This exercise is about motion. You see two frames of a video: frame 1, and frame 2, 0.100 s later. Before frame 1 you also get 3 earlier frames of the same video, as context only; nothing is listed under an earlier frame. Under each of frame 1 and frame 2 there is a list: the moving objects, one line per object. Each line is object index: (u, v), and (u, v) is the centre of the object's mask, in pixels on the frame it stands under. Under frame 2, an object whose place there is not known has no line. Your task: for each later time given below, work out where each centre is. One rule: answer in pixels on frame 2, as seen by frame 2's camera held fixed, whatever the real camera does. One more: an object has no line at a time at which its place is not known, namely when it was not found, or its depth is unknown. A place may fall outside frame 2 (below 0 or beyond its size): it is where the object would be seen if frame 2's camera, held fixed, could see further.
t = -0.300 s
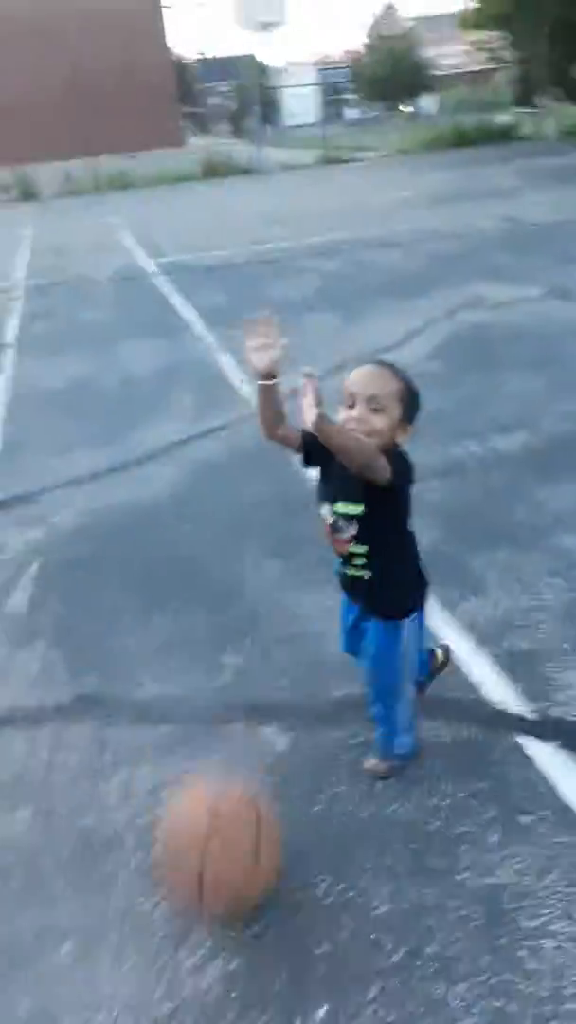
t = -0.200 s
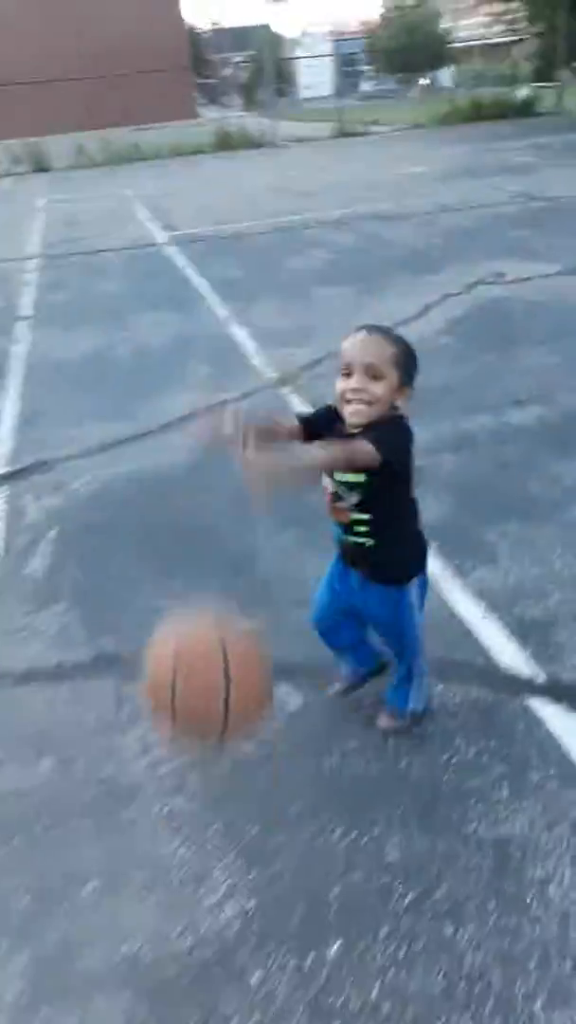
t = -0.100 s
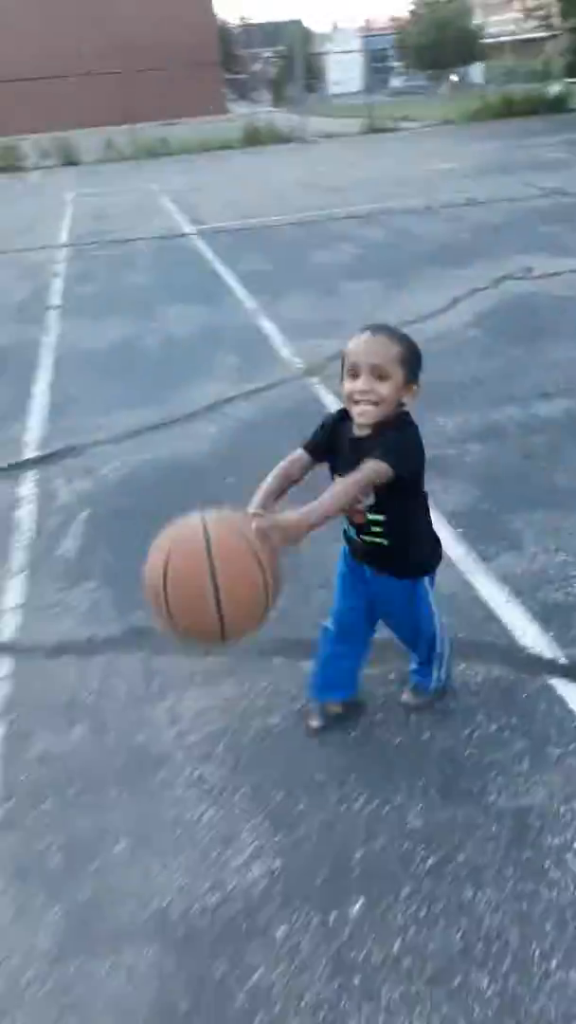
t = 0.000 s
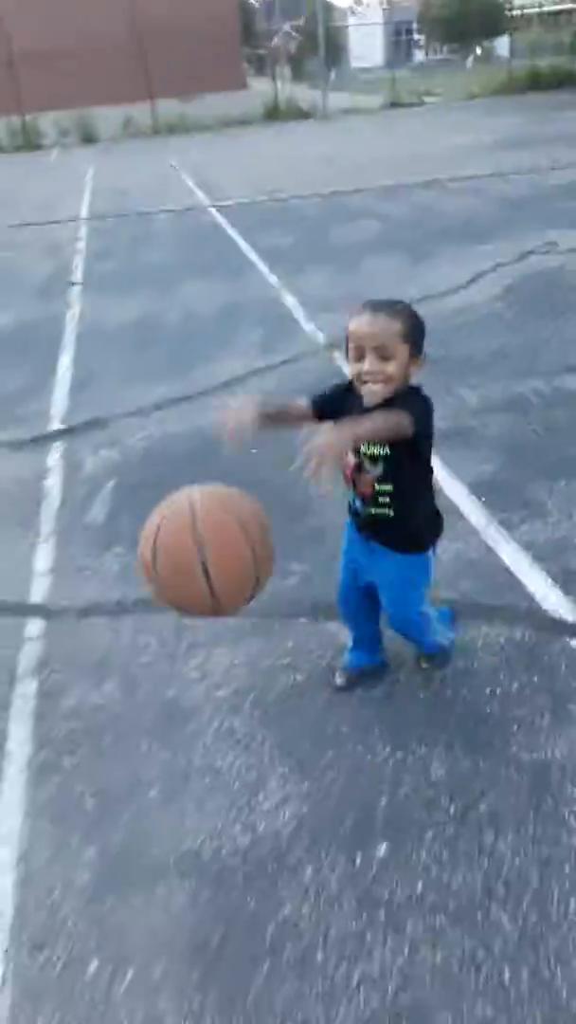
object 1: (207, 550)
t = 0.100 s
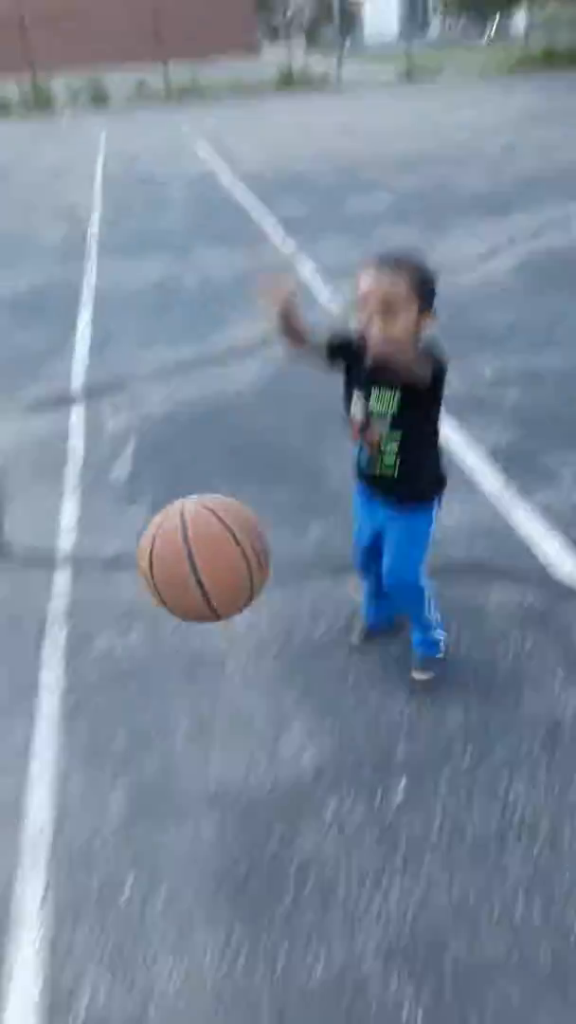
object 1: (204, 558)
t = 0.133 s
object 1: (197, 586)
